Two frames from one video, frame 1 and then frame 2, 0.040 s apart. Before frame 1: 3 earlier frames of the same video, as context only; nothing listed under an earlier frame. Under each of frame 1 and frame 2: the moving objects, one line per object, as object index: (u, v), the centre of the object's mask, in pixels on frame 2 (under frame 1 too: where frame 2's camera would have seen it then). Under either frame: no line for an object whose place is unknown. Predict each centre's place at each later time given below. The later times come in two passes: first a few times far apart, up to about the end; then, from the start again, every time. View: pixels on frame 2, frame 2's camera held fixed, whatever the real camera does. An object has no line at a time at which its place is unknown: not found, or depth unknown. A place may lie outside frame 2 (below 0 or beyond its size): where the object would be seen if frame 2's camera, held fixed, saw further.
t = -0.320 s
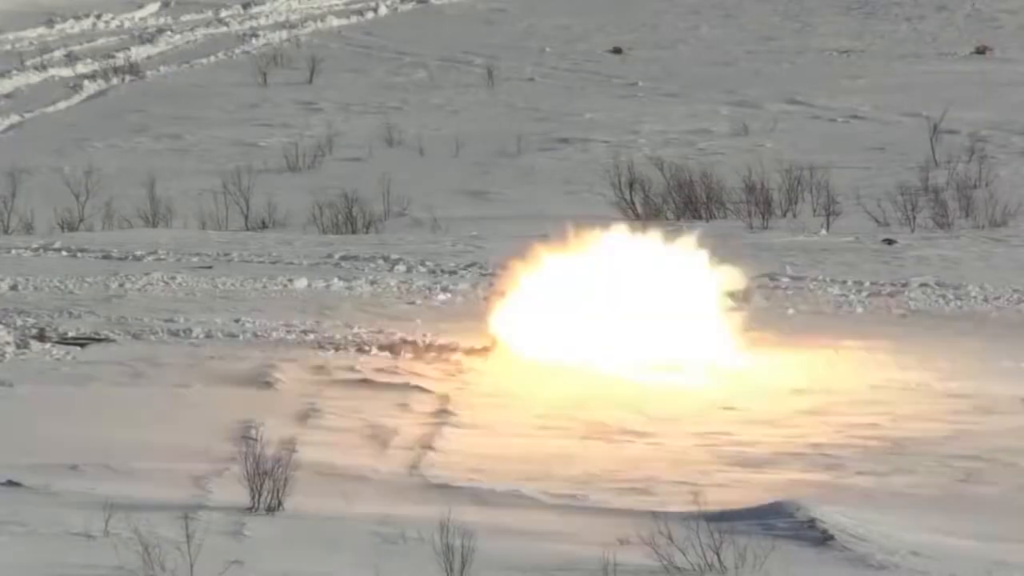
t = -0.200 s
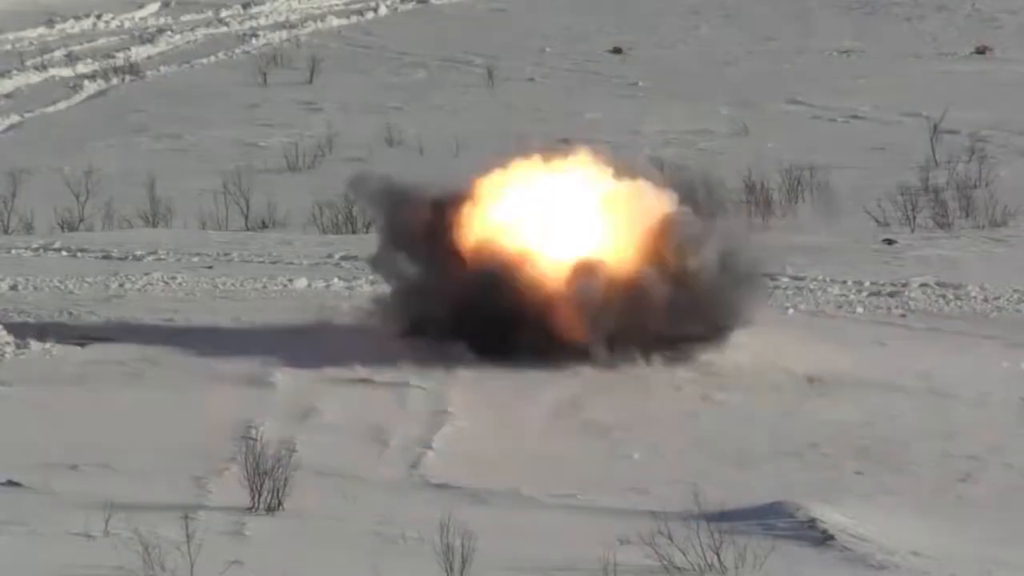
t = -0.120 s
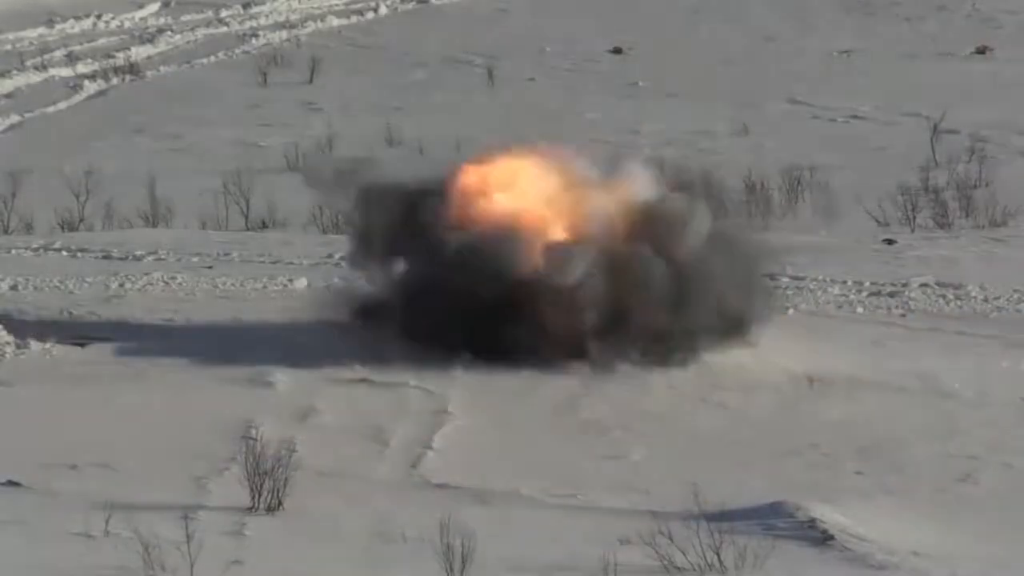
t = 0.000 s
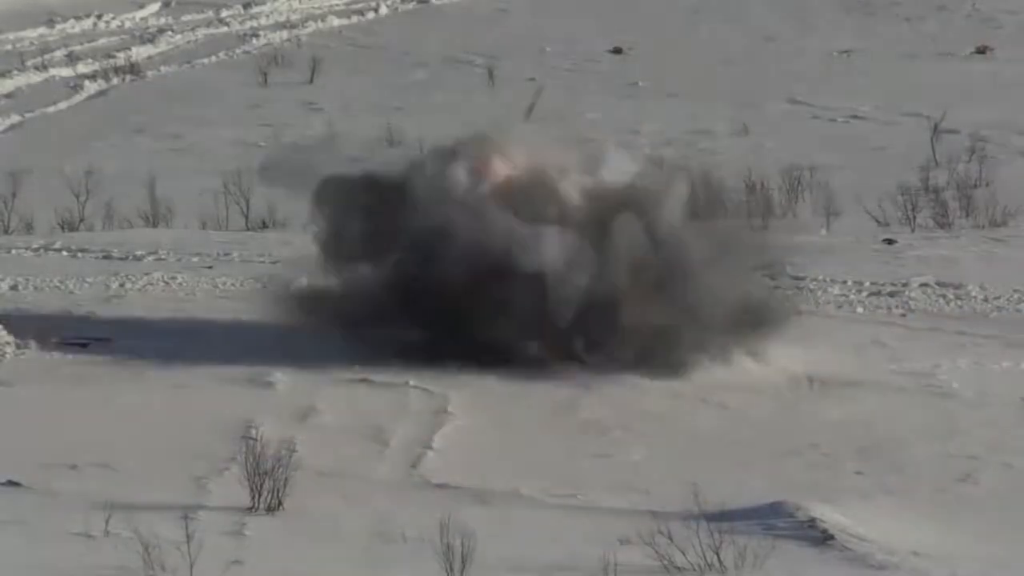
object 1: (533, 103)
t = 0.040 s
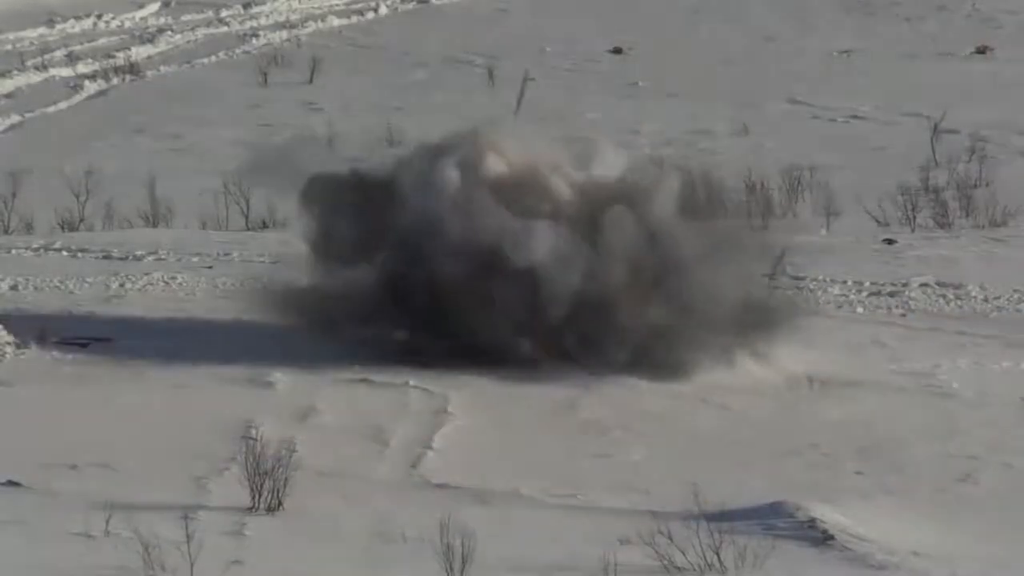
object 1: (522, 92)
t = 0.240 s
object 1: (490, 47)
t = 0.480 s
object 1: (485, 12)
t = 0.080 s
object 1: (512, 83)
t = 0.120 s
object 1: (505, 76)
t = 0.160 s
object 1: (500, 67)
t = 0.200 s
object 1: (495, 58)
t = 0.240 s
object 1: (490, 47)
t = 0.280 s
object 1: (486, 40)
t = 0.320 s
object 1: (484, 34)
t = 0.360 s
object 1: (483, 28)
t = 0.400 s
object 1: (483, 23)
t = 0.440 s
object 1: (484, 17)
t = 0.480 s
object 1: (485, 12)
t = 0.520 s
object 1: (487, 7)
